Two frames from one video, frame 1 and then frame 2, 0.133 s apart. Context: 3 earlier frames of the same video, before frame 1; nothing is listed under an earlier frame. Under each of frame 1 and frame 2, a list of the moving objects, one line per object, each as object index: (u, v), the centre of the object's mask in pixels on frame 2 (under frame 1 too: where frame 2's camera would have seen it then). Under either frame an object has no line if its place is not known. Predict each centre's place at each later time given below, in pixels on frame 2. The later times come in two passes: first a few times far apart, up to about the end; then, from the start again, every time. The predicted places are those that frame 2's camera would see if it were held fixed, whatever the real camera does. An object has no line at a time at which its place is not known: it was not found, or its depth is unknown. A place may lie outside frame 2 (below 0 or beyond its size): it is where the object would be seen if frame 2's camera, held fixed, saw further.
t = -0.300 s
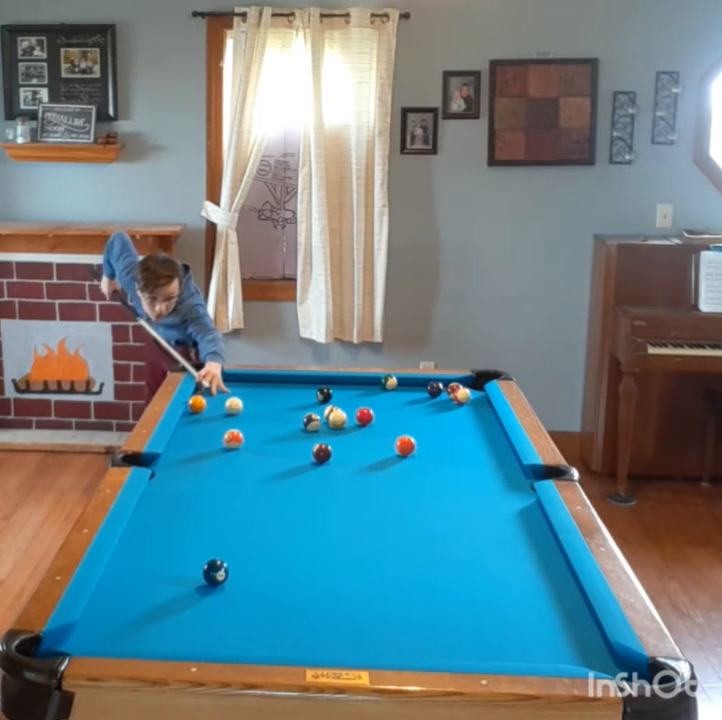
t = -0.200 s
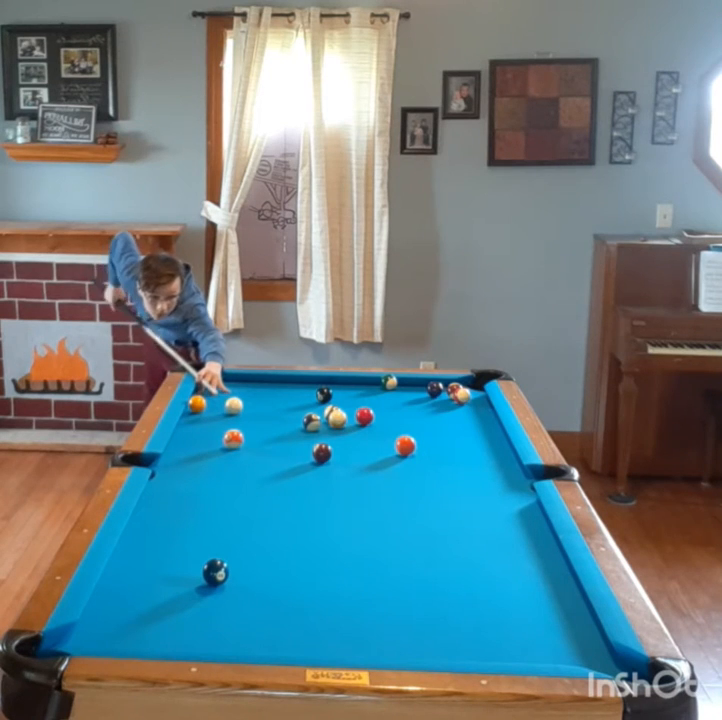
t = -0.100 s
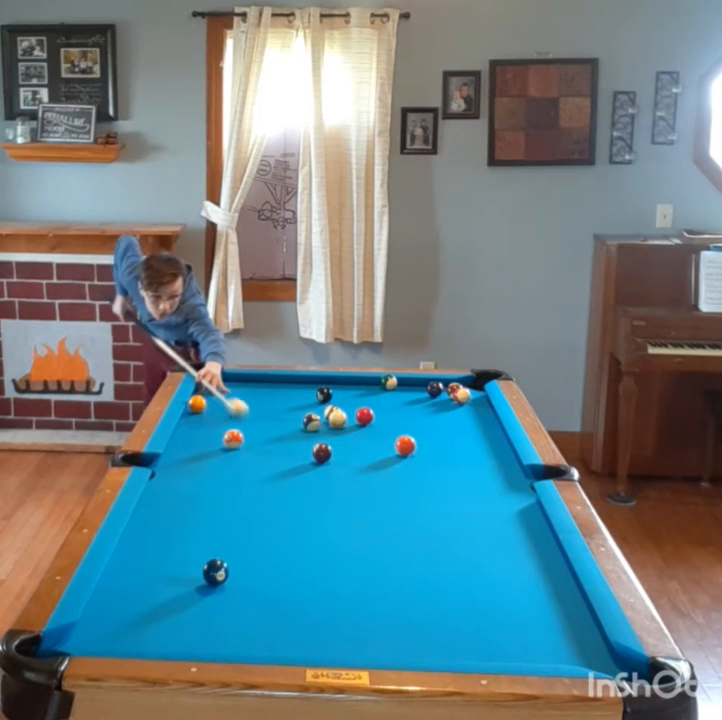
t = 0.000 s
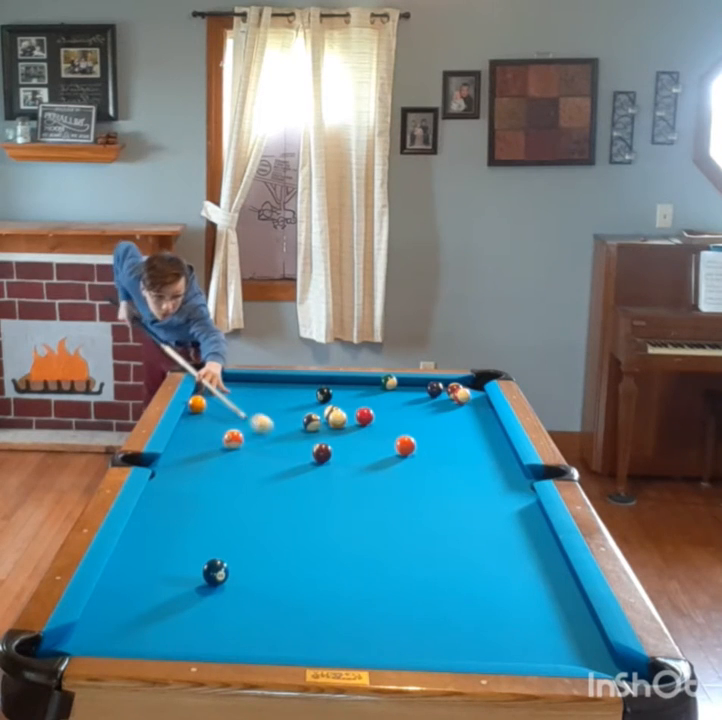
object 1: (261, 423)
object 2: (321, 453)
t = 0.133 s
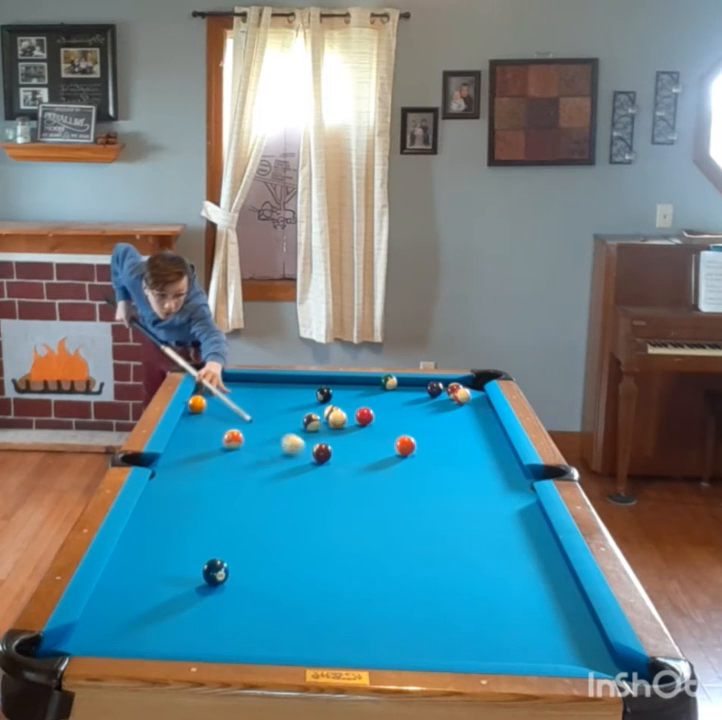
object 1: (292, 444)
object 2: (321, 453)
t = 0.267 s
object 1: (298, 461)
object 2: (344, 455)
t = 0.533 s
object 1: (291, 493)
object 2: (396, 461)
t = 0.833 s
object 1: (283, 535)
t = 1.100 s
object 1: (274, 578)
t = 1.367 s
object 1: (262, 630)
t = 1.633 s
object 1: (258, 624)
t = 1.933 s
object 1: (256, 593)
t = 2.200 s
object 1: (255, 570)
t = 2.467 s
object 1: (253, 550)
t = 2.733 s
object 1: (251, 534)
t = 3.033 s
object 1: (250, 517)
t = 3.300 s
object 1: (248, 505)
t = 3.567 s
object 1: (247, 494)
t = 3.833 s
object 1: (245, 484)
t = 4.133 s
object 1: (242, 475)
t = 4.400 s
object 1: (240, 468)
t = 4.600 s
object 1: (238, 463)
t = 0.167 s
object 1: (299, 449)
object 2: (322, 453)
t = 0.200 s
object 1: (300, 454)
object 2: (328, 453)
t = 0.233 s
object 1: (299, 457)
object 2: (336, 454)
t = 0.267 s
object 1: (298, 461)
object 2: (344, 455)
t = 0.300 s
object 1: (297, 465)
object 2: (351, 456)
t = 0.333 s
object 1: (296, 469)
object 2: (357, 456)
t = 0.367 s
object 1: (296, 473)
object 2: (364, 458)
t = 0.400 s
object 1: (295, 476)
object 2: (371, 458)
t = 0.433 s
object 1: (294, 481)
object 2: (377, 458)
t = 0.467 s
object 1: (293, 485)
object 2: (383, 459)
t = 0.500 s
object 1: (292, 489)
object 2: (389, 460)
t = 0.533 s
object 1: (291, 493)
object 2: (396, 461)
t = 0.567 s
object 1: (291, 497)
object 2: (402, 461)
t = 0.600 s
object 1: (290, 502)
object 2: (409, 462)
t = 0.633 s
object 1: (289, 506)
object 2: (415, 462)
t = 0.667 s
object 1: (288, 511)
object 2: (422, 463)
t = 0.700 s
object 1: (287, 516)
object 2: (428, 464)
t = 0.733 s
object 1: (286, 520)
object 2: (434, 465)
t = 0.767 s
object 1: (285, 525)
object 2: (441, 465)
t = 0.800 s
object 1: (284, 530)
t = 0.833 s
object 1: (283, 535)
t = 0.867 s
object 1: (282, 539)
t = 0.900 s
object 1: (281, 545)
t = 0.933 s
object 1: (280, 550)
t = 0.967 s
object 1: (279, 556)
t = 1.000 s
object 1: (278, 561)
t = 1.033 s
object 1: (277, 567)
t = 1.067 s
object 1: (275, 573)
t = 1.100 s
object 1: (274, 578)
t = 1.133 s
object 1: (273, 584)
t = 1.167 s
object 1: (271, 590)
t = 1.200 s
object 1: (270, 597)
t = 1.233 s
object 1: (268, 604)
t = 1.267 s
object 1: (267, 610)
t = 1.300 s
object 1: (265, 616)
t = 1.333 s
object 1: (264, 624)
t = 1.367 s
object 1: (262, 630)
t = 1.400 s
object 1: (260, 637)
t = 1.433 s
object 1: (259, 642)
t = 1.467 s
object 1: (258, 642)
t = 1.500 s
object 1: (258, 638)
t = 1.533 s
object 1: (258, 635)
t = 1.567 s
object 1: (258, 632)
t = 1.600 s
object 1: (258, 628)
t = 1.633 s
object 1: (258, 624)
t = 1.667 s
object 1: (257, 620)
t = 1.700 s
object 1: (257, 617)
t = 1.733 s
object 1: (257, 613)
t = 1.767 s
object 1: (257, 610)
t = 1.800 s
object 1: (257, 606)
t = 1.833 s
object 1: (257, 603)
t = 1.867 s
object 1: (257, 600)
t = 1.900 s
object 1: (256, 597)
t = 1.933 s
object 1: (256, 593)
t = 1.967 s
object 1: (256, 590)
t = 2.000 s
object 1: (256, 587)
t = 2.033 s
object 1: (256, 584)
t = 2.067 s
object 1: (256, 581)
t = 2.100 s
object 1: (256, 578)
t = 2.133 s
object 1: (255, 576)
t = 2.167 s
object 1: (255, 573)
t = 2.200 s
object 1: (255, 570)
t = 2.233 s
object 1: (255, 567)
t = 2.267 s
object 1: (255, 565)
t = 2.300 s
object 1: (254, 562)
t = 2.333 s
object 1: (254, 560)
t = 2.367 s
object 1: (254, 557)
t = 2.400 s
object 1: (254, 555)
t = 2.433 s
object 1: (254, 552)
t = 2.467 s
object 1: (253, 550)
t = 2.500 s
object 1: (253, 548)
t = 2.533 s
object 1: (253, 546)
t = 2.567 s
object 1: (253, 544)
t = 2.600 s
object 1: (252, 542)
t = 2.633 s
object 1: (252, 540)
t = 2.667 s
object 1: (252, 538)
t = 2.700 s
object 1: (252, 536)
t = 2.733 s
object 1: (251, 534)
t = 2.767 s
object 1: (251, 532)
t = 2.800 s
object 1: (251, 530)
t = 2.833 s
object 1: (251, 528)
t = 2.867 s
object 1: (251, 526)
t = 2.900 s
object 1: (250, 524)
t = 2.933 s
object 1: (250, 522)
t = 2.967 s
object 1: (250, 521)
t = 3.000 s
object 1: (250, 519)
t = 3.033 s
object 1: (250, 517)
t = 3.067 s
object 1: (250, 516)
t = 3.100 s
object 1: (249, 514)
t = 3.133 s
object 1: (249, 513)
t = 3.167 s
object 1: (249, 511)
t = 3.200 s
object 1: (249, 509)
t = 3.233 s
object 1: (249, 508)
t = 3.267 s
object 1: (248, 506)
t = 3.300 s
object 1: (248, 505)
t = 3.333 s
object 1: (248, 504)
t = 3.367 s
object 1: (248, 502)
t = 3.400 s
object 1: (248, 501)
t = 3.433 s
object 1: (247, 499)
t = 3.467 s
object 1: (247, 498)
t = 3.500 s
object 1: (247, 497)
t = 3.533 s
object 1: (247, 495)
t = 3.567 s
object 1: (247, 494)
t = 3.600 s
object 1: (246, 493)
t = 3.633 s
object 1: (246, 492)
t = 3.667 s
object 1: (246, 490)
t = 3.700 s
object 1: (246, 489)
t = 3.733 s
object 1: (245, 488)
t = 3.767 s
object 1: (245, 487)
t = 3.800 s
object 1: (245, 485)
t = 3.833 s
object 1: (245, 484)
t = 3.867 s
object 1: (245, 483)
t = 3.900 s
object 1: (244, 482)
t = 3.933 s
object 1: (244, 481)
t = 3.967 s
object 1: (244, 480)
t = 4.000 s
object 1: (243, 479)
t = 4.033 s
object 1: (243, 478)
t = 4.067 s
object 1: (243, 477)
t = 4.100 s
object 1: (242, 476)
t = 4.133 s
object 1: (242, 475)
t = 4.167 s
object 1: (242, 474)
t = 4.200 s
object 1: (242, 473)
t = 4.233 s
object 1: (241, 473)
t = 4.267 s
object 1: (241, 472)
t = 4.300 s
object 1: (241, 471)
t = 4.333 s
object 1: (240, 470)
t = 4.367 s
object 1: (240, 469)
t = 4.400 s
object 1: (240, 468)
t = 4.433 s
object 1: (239, 467)
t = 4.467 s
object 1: (239, 467)
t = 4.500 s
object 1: (239, 466)
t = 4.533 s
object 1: (238, 465)
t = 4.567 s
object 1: (238, 464)
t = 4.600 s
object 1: (238, 463)
